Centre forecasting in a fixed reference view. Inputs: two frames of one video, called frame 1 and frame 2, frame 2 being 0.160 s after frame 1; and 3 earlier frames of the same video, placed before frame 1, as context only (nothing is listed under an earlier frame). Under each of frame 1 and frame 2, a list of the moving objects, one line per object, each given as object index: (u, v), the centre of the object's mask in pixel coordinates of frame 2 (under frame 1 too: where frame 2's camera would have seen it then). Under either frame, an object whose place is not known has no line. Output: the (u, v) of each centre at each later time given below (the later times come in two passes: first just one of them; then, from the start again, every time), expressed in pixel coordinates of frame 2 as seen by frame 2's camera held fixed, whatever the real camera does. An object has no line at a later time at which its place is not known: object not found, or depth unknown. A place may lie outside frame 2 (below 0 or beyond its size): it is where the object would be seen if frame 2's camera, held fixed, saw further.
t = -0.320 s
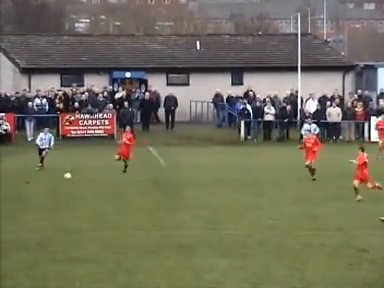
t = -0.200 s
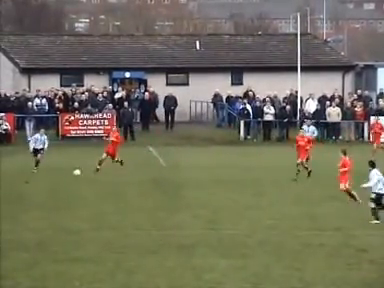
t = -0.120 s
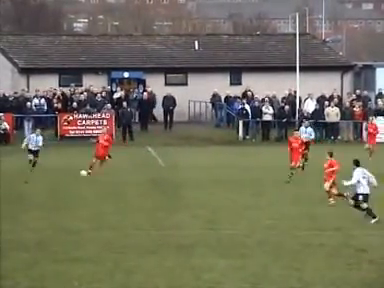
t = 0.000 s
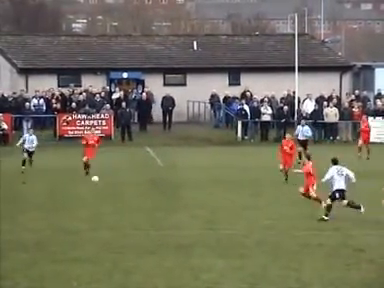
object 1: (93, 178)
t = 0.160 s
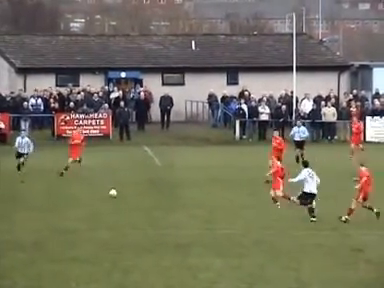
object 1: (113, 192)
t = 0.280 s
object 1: (128, 191)
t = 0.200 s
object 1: (118, 191)
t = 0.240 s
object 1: (123, 191)
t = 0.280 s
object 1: (128, 191)
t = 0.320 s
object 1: (133, 192)
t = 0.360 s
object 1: (138, 195)
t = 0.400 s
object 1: (144, 197)
